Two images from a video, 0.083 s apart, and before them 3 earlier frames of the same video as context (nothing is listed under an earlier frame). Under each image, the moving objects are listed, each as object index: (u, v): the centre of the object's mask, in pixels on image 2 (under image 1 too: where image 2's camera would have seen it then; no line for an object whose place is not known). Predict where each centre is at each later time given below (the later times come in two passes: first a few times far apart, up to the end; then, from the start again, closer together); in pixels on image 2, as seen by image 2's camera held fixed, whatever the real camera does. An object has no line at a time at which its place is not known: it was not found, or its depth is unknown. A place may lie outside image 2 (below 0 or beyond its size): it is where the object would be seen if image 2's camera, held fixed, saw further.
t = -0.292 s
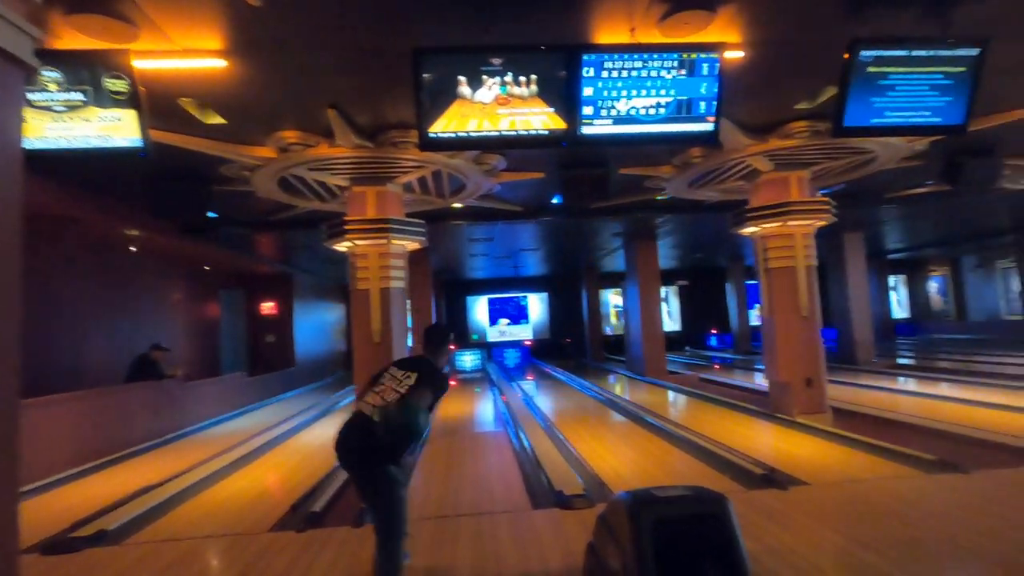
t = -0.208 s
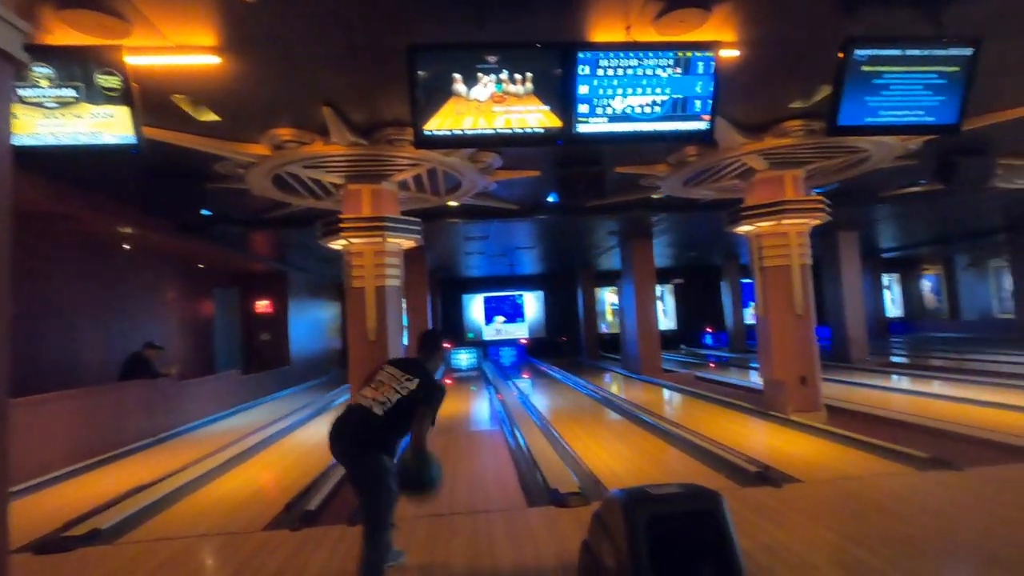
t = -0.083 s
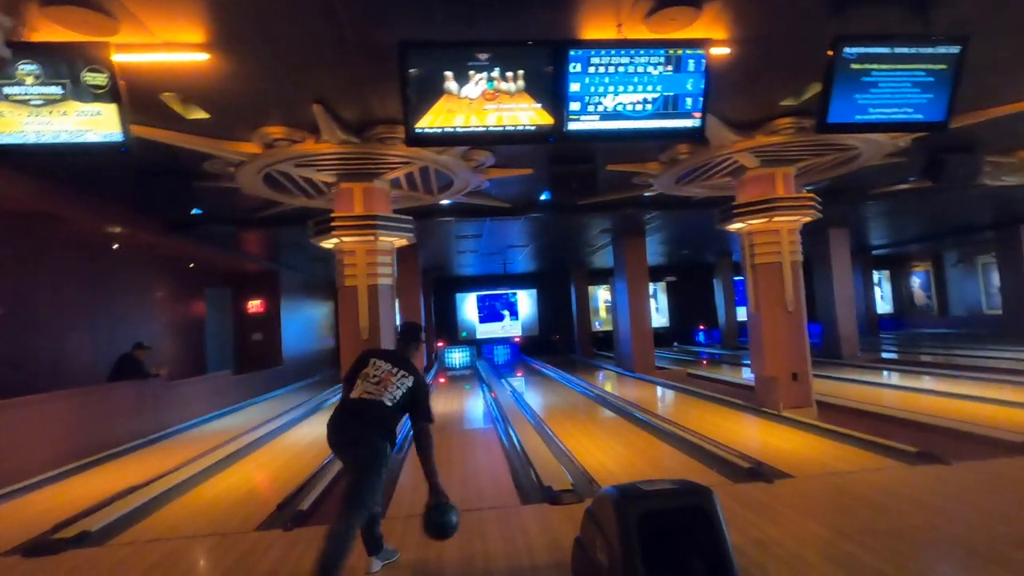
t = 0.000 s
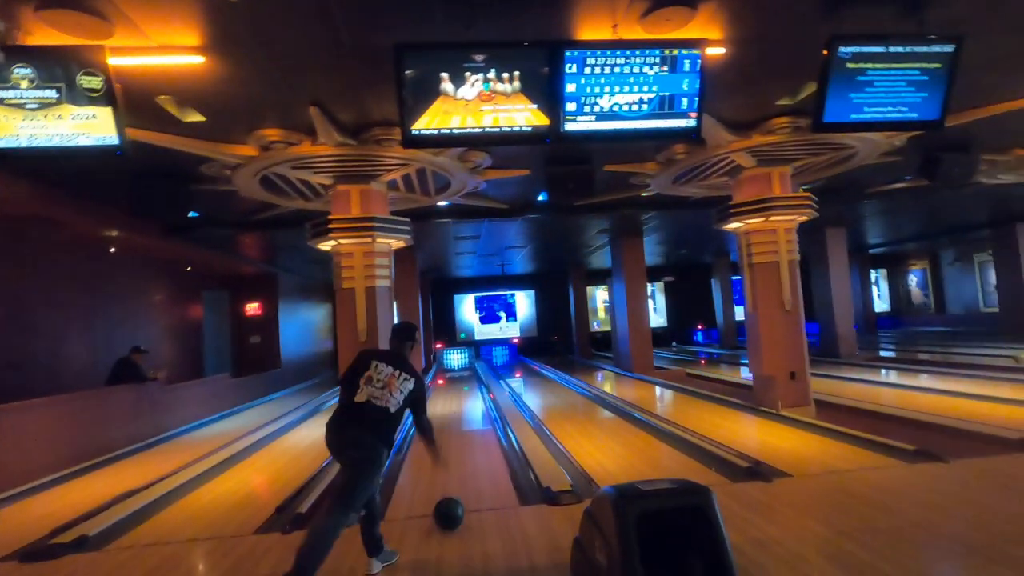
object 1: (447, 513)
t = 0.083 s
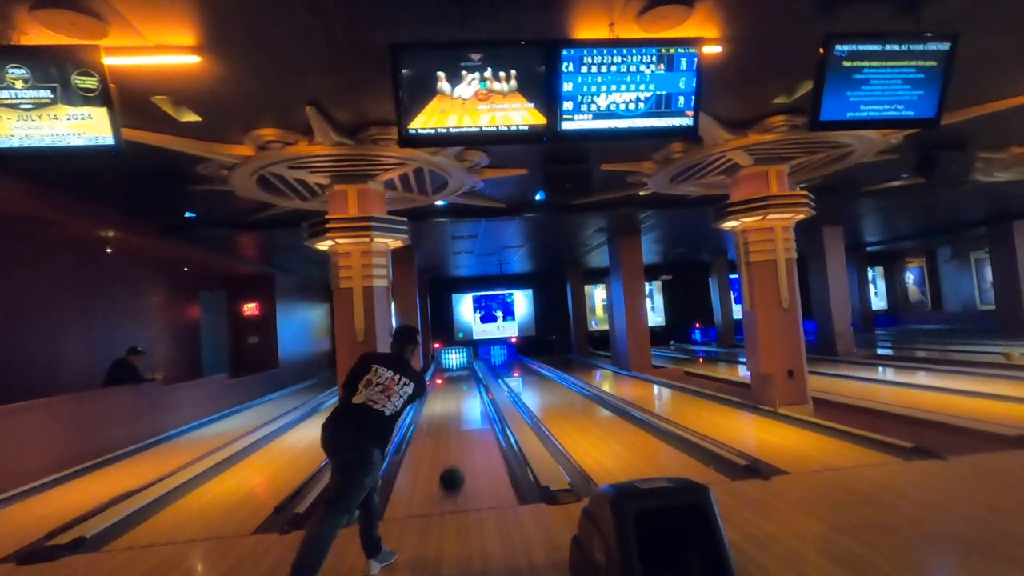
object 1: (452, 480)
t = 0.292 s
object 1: (459, 441)
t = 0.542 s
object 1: (464, 412)
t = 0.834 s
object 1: (468, 393)
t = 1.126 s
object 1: (469, 382)
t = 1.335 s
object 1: (472, 375)
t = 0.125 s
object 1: (454, 470)
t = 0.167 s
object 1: (455, 462)
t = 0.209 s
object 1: (457, 456)
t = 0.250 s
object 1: (458, 448)
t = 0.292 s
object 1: (459, 441)
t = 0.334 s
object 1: (460, 435)
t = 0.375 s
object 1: (461, 430)
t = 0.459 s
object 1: (463, 420)
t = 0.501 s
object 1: (464, 416)
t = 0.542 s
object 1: (464, 412)
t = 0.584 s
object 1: (465, 409)
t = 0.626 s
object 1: (466, 405)
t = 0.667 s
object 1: (466, 403)
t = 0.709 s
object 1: (467, 400)
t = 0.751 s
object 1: (467, 397)
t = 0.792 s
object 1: (468, 395)
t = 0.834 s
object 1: (468, 393)
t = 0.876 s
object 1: (468, 391)
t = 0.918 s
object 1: (469, 389)
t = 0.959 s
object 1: (469, 386)
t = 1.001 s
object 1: (470, 385)
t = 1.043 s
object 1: (470, 384)
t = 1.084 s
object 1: (470, 383)
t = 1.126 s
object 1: (469, 382)
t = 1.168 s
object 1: (470, 380)
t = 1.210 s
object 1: (470, 379)
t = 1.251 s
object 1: (472, 377)
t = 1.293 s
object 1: (472, 376)
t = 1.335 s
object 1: (472, 375)
